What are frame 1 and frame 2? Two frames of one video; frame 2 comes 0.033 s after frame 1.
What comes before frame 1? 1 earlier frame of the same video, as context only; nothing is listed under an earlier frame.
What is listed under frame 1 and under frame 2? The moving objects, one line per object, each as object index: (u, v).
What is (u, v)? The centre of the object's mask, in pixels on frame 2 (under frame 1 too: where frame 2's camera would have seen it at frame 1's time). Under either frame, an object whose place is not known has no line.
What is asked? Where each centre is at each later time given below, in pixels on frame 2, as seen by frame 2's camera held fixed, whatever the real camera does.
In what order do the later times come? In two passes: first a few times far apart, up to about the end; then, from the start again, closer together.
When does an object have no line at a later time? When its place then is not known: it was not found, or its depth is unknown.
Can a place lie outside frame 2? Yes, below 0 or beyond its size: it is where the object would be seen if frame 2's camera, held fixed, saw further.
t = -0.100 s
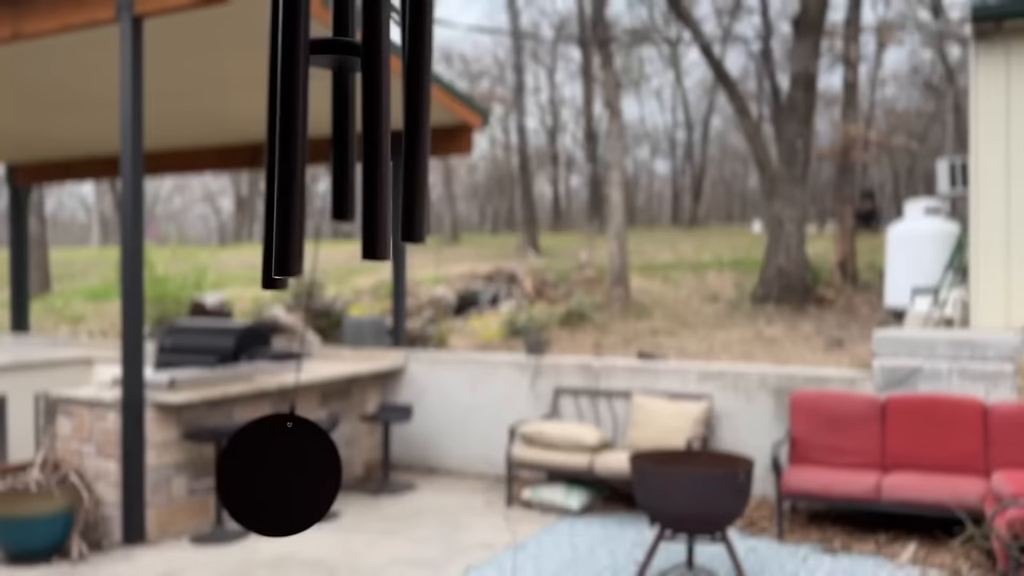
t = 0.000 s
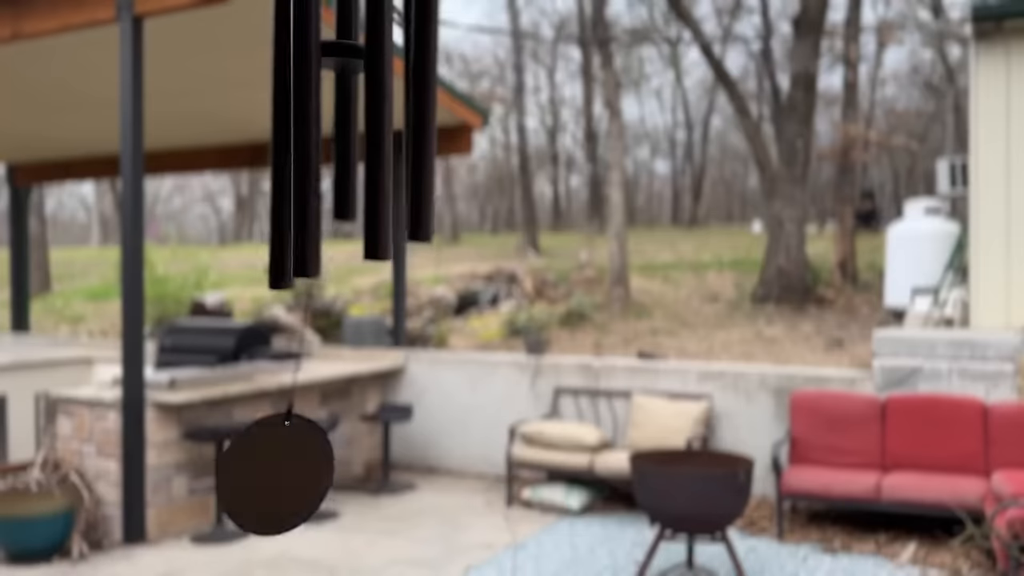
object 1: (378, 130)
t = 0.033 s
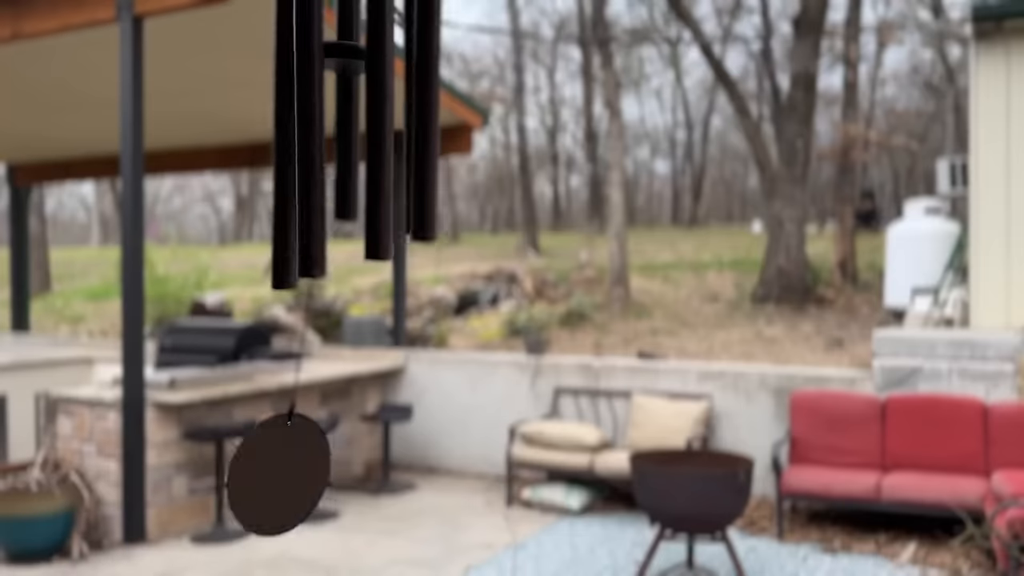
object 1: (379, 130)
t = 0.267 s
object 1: (388, 130)
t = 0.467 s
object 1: (394, 130)
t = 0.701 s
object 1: (397, 131)
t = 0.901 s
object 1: (394, 131)
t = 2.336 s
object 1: (391, 122)
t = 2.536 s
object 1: (377, 121)
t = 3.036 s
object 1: (376, 118)
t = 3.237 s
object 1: (385, 115)
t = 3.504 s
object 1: (392, 116)
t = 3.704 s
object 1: (385, 118)
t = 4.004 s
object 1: (373, 116)
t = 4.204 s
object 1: (368, 116)
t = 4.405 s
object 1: (372, 117)
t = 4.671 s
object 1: (379, 117)
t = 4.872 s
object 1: (383, 122)
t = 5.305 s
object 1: (383, 123)
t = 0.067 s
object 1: (380, 129)
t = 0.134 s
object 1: (383, 130)
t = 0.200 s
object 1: (386, 131)
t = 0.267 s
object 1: (388, 130)
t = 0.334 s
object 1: (391, 131)
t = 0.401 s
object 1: (393, 132)
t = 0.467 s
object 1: (394, 130)
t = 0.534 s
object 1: (395, 130)
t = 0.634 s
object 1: (396, 131)
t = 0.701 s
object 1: (397, 131)
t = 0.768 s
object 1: (395, 130)
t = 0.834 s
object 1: (395, 130)
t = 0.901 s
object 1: (394, 131)
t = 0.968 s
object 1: (390, 130)
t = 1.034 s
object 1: (385, 132)
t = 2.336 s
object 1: (391, 122)
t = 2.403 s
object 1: (386, 121)
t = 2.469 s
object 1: (382, 125)
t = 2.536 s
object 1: (377, 121)
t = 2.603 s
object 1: (372, 122)
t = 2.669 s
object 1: (369, 122)
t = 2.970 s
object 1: (373, 119)
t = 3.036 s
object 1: (376, 118)
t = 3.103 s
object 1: (380, 119)
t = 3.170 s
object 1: (383, 117)
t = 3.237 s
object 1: (385, 115)
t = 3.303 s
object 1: (388, 116)
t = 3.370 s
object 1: (390, 116)
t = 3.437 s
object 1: (392, 117)
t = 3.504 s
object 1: (392, 116)
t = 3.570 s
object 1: (390, 116)
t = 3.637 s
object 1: (388, 115)
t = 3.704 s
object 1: (385, 118)
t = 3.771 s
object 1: (382, 114)
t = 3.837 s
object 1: (379, 114)
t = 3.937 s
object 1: (375, 115)
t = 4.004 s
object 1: (373, 116)
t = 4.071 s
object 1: (371, 115)
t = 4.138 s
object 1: (369, 116)
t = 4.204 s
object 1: (368, 116)
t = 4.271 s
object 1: (369, 116)
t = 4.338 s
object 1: (370, 117)
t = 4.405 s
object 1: (372, 117)
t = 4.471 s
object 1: (373, 116)
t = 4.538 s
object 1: (376, 117)
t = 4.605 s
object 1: (378, 116)
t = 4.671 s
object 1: (379, 117)
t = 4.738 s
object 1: (381, 120)
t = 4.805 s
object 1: (383, 122)
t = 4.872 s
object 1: (383, 122)
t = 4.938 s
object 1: (384, 122)
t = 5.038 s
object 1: (384, 121)
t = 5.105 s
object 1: (384, 122)
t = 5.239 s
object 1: (385, 124)
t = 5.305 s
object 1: (383, 123)
